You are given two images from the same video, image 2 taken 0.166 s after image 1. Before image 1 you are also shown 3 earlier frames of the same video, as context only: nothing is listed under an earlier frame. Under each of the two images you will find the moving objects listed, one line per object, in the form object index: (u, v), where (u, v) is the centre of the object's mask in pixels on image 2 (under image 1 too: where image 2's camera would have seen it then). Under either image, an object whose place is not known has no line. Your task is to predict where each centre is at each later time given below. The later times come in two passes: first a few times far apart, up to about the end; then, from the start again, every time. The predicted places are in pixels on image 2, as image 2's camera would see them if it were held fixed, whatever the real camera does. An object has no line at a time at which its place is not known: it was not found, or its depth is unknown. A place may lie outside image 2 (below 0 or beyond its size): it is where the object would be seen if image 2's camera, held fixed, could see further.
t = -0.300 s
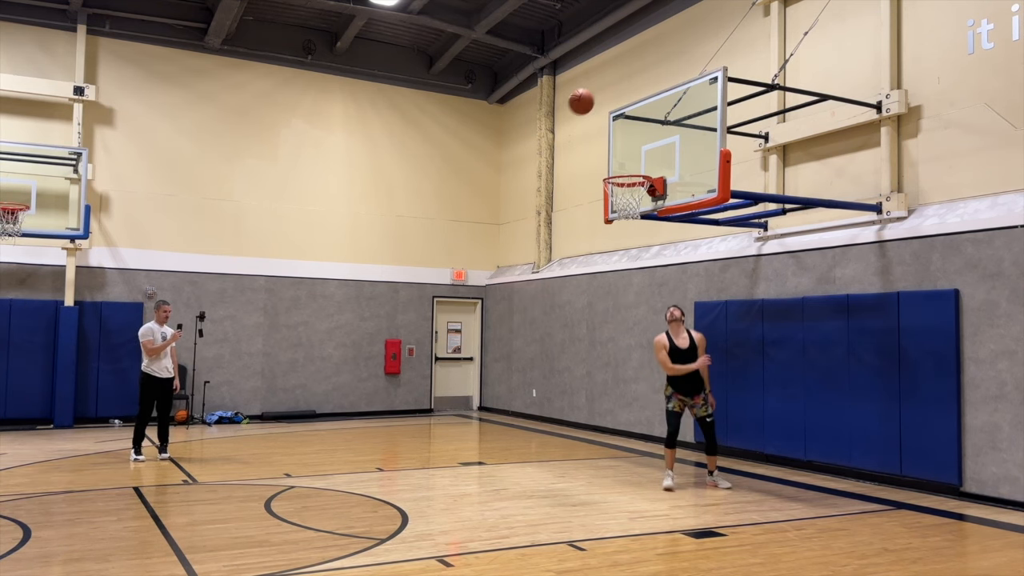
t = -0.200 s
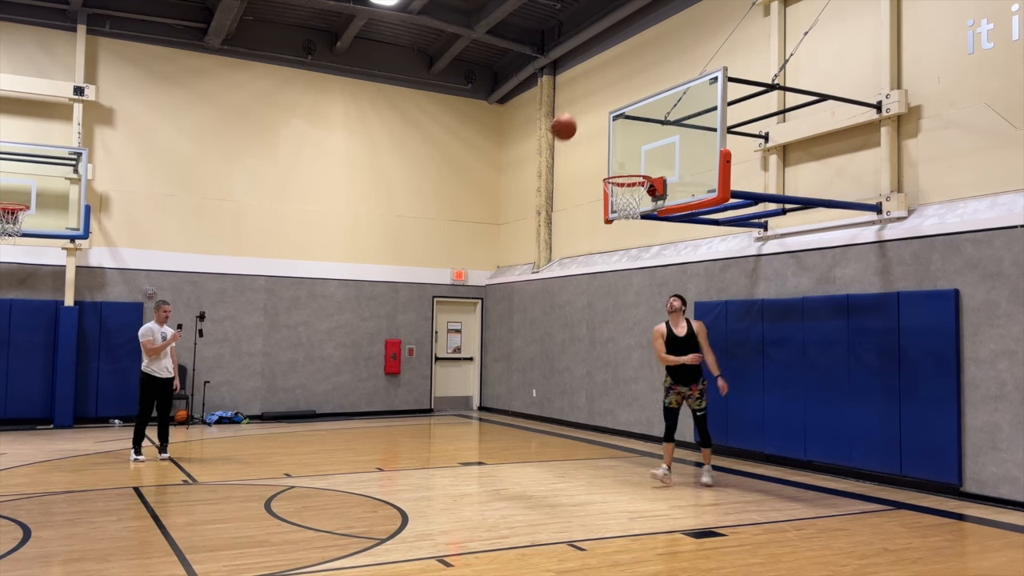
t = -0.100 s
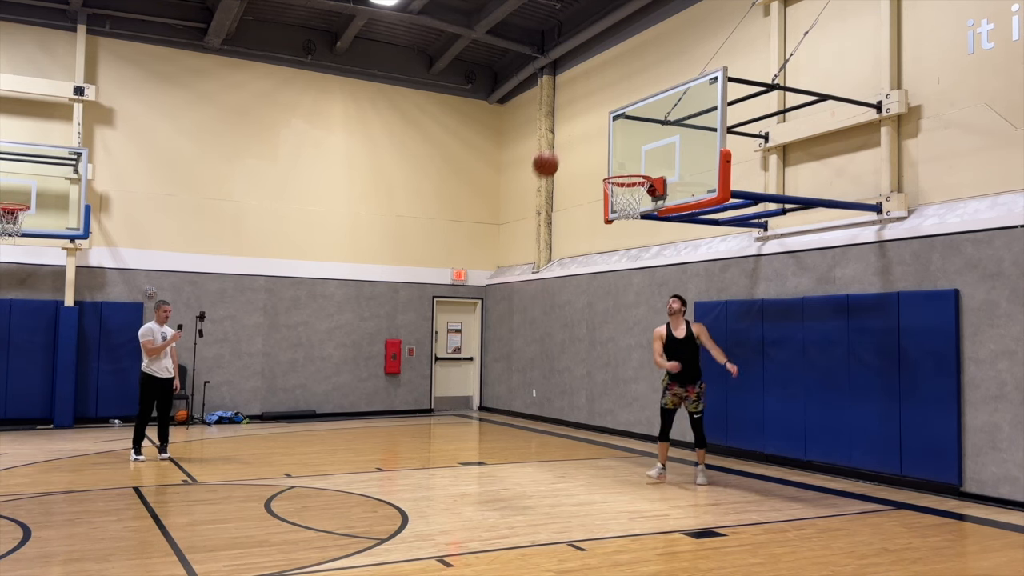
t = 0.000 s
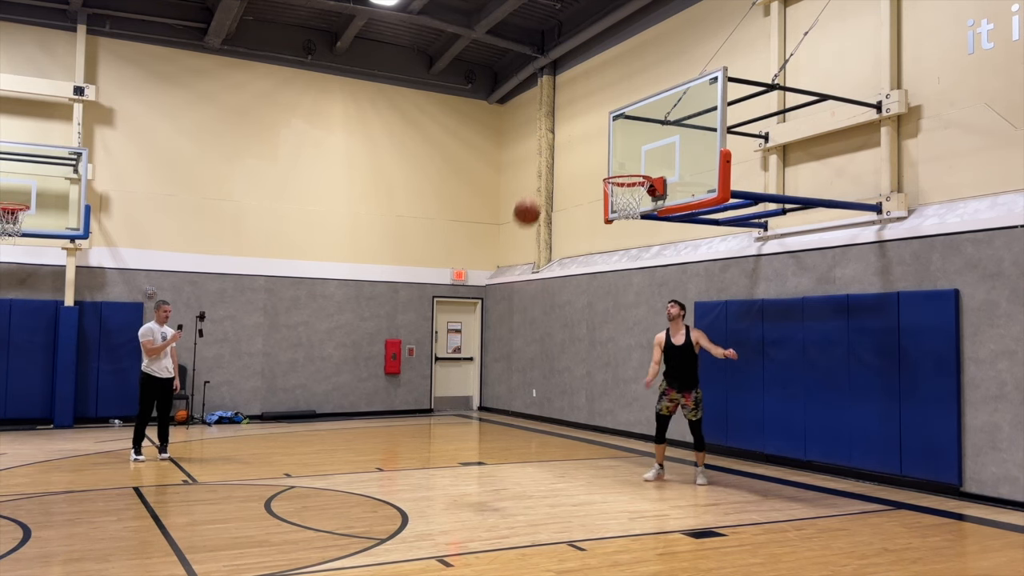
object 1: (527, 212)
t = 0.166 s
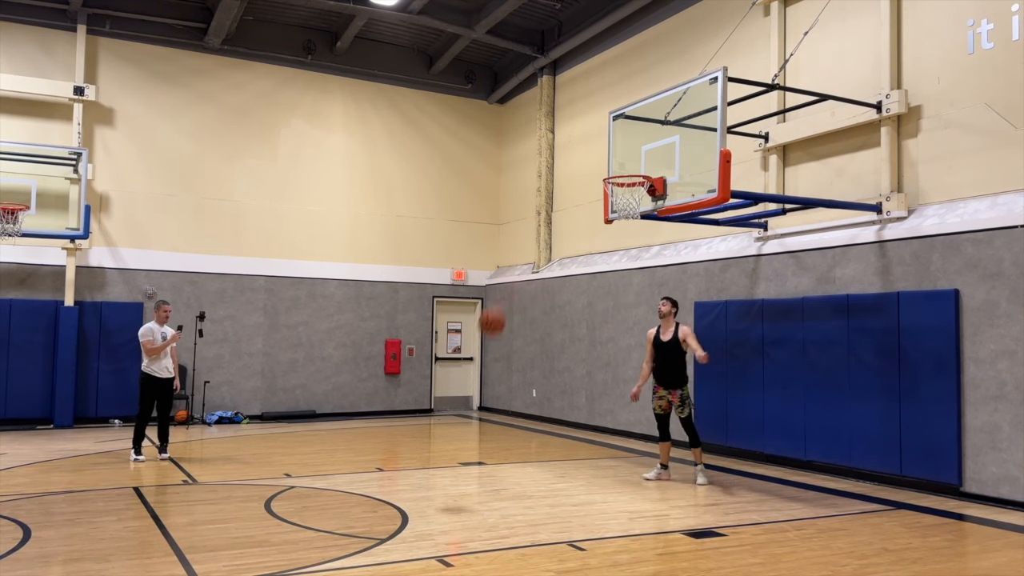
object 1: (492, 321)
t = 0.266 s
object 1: (470, 405)
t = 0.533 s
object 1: (448, 394)
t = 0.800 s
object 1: (449, 297)
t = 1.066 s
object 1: (448, 285)
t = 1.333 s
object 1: (445, 360)
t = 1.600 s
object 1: (439, 497)
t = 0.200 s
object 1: (486, 347)
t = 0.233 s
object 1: (478, 374)
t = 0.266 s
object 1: (470, 405)
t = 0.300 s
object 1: (462, 436)
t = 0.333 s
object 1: (452, 471)
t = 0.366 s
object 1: (446, 497)
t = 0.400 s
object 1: (446, 473)
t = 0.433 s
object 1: (447, 450)
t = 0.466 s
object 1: (447, 430)
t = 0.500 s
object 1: (448, 411)
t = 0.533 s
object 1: (448, 394)
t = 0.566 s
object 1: (448, 376)
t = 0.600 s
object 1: (448, 360)
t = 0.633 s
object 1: (449, 347)
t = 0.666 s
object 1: (448, 334)
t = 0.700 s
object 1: (449, 323)
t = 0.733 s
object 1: (448, 313)
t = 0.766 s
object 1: (449, 304)
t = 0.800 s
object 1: (449, 297)
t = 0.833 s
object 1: (449, 291)
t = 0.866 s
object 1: (448, 286)
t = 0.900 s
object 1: (448, 283)
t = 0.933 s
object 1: (449, 280)
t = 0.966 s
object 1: (448, 280)
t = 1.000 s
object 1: (448, 280)
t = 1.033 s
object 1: (448, 282)
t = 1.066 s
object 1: (448, 285)
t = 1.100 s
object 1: (447, 289)
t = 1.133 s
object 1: (447, 296)
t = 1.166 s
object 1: (447, 302)
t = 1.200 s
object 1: (447, 311)
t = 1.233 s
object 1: (446, 321)
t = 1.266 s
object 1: (446, 333)
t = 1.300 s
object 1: (445, 346)
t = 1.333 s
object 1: (445, 360)
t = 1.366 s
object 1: (444, 375)
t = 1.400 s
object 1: (444, 394)
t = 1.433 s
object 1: (443, 412)
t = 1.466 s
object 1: (442, 432)
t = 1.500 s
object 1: (441, 454)
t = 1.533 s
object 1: (440, 479)
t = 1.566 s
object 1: (439, 503)
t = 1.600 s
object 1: (439, 497)
